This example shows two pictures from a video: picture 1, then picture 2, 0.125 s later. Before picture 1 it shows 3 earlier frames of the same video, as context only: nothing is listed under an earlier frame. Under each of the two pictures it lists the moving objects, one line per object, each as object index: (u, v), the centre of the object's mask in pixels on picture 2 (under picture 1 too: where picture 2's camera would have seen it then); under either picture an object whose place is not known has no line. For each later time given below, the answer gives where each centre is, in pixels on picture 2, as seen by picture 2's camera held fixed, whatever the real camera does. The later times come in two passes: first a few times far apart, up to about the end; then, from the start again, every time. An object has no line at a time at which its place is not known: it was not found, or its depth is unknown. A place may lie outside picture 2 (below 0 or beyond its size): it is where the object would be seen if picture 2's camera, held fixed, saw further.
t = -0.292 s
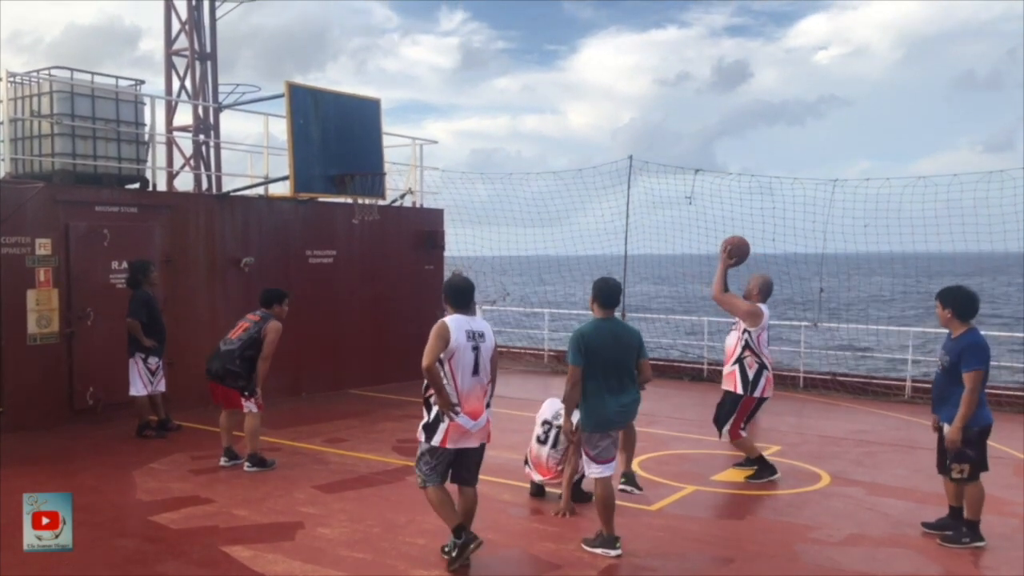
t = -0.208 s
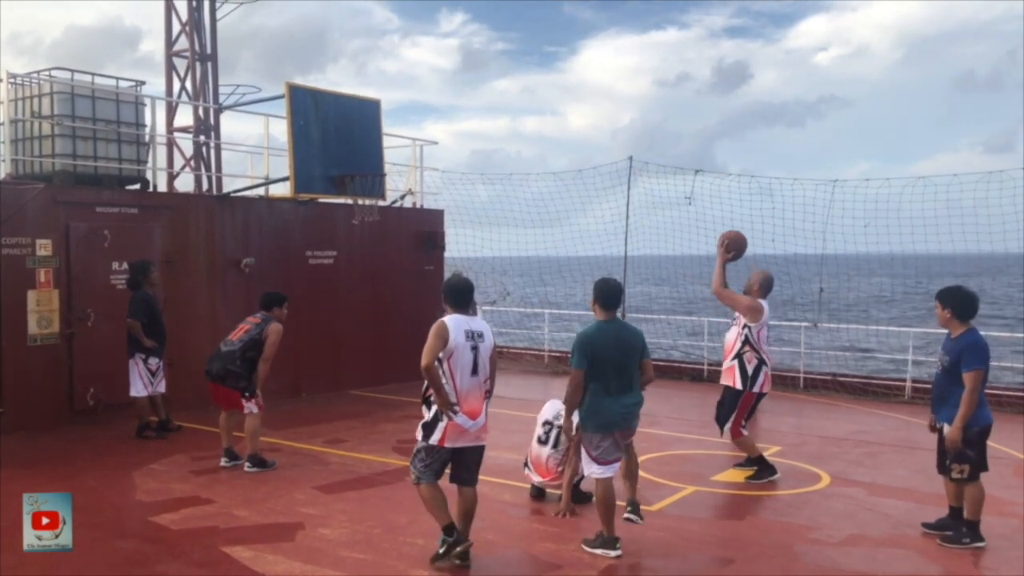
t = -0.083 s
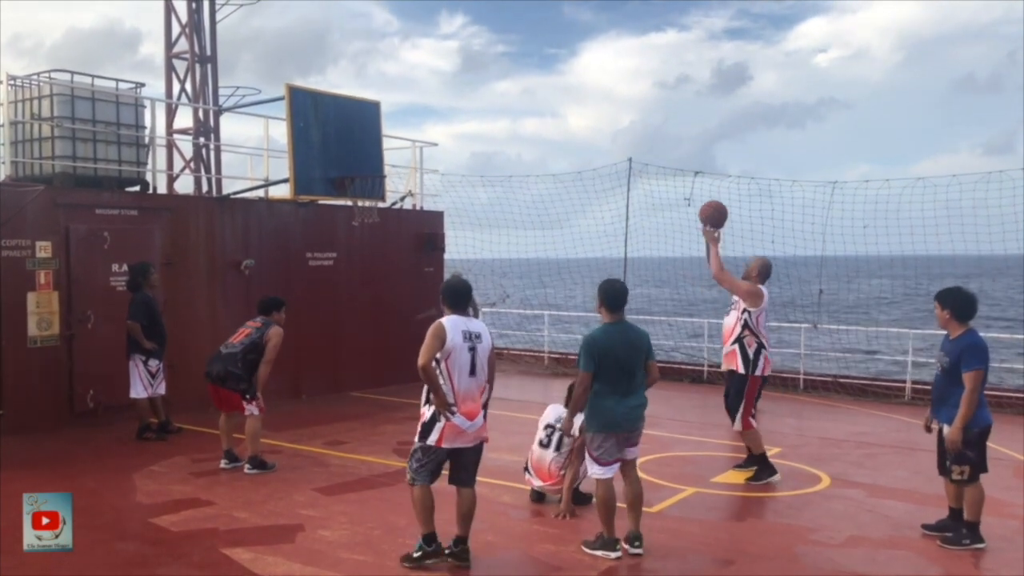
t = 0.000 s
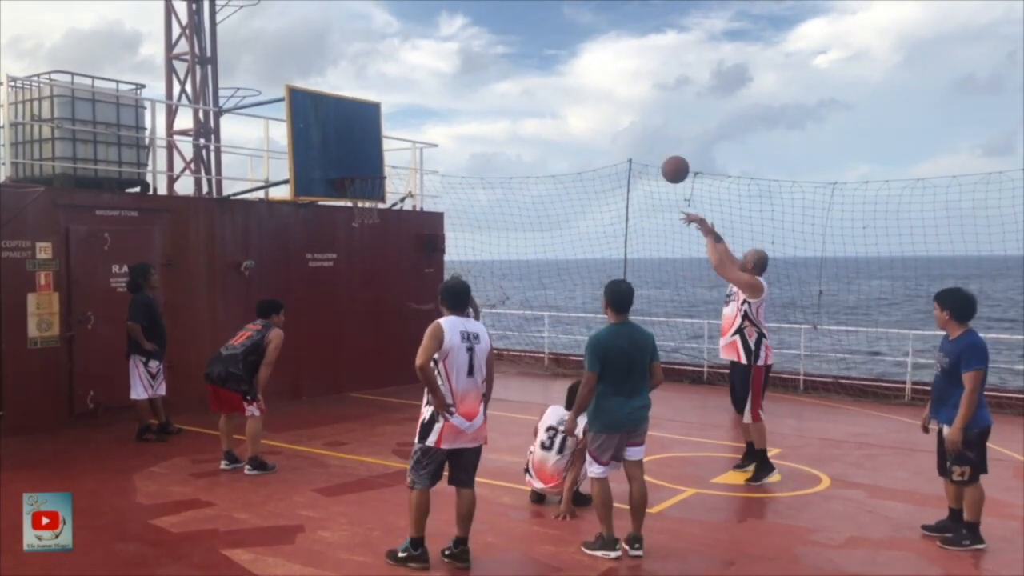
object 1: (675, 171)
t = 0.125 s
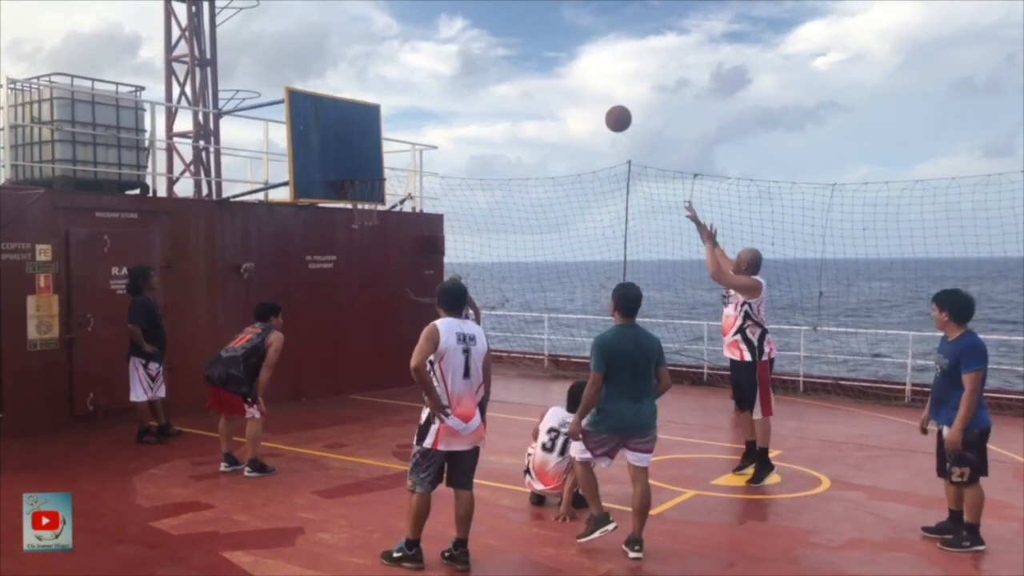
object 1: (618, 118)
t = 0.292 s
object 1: (551, 78)
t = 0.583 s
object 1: (446, 81)
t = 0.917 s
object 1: (341, 166)
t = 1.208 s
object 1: (348, 139)
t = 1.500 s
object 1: (361, 180)
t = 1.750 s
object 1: (373, 283)
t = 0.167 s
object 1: (601, 105)
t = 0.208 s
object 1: (583, 94)
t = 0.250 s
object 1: (567, 85)
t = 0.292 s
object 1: (551, 78)
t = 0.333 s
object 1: (535, 74)
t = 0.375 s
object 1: (519, 71)
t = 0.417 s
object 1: (504, 69)
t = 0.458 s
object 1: (490, 70)
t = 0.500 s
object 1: (475, 72)
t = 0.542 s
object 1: (460, 75)
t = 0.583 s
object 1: (446, 81)
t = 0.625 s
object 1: (432, 87)
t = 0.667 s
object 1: (419, 95)
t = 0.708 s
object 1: (405, 104)
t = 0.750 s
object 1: (392, 114)
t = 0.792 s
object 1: (379, 125)
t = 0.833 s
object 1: (365, 138)
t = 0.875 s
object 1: (353, 151)
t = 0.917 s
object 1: (341, 166)
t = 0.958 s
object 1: (341, 165)
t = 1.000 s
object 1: (341, 157)
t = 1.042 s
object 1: (343, 151)
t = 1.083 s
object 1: (344, 146)
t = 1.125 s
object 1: (345, 142)
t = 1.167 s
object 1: (346, 140)
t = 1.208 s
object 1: (348, 139)
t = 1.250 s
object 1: (350, 140)
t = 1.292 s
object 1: (352, 143)
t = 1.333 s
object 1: (353, 147)
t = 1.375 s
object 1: (355, 153)
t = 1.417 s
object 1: (358, 160)
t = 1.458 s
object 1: (359, 169)
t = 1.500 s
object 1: (361, 180)
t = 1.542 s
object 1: (362, 193)
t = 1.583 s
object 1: (364, 207)
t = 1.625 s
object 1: (366, 224)
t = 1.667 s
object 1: (369, 242)
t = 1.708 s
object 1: (371, 262)
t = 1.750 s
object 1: (373, 283)
